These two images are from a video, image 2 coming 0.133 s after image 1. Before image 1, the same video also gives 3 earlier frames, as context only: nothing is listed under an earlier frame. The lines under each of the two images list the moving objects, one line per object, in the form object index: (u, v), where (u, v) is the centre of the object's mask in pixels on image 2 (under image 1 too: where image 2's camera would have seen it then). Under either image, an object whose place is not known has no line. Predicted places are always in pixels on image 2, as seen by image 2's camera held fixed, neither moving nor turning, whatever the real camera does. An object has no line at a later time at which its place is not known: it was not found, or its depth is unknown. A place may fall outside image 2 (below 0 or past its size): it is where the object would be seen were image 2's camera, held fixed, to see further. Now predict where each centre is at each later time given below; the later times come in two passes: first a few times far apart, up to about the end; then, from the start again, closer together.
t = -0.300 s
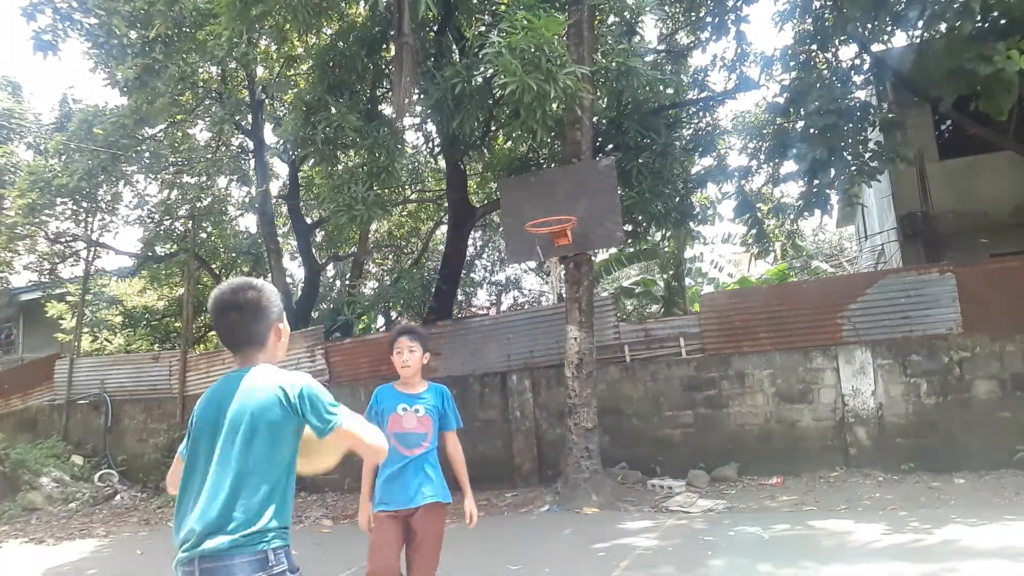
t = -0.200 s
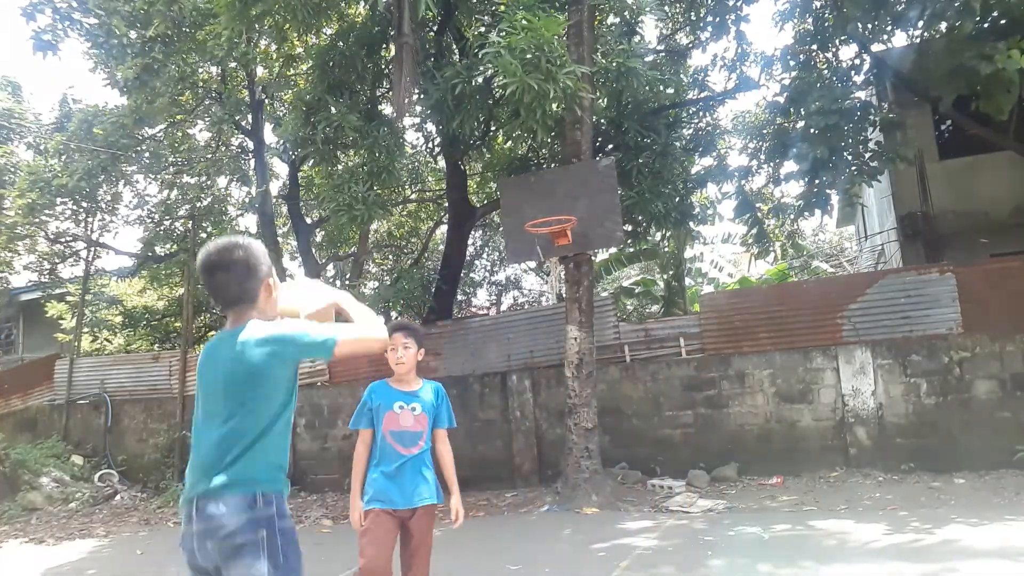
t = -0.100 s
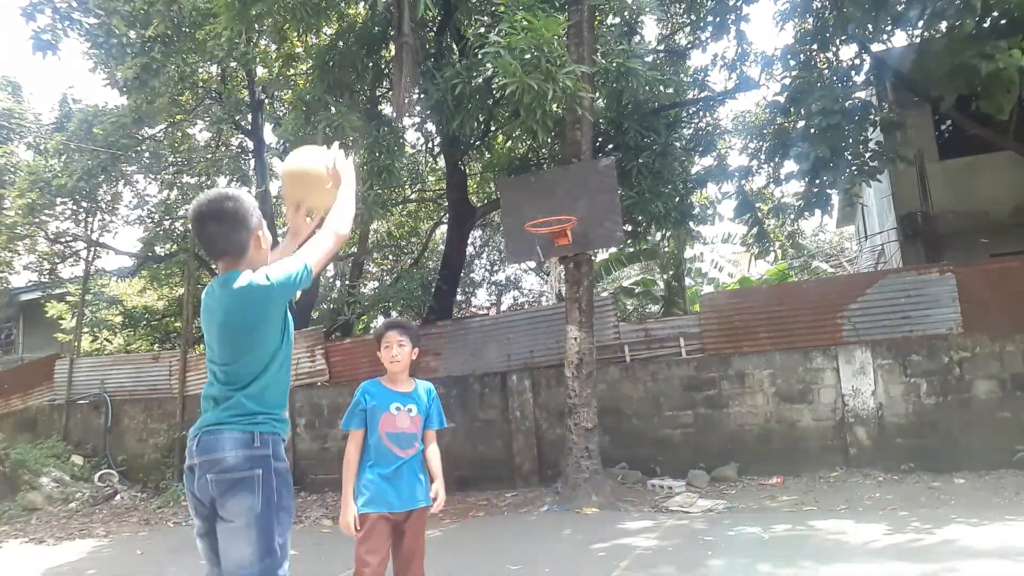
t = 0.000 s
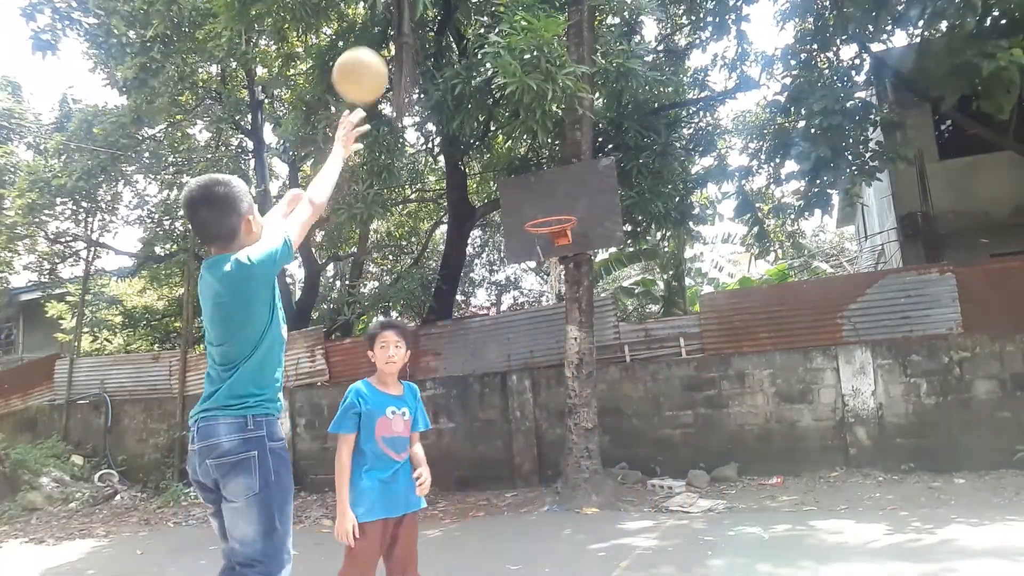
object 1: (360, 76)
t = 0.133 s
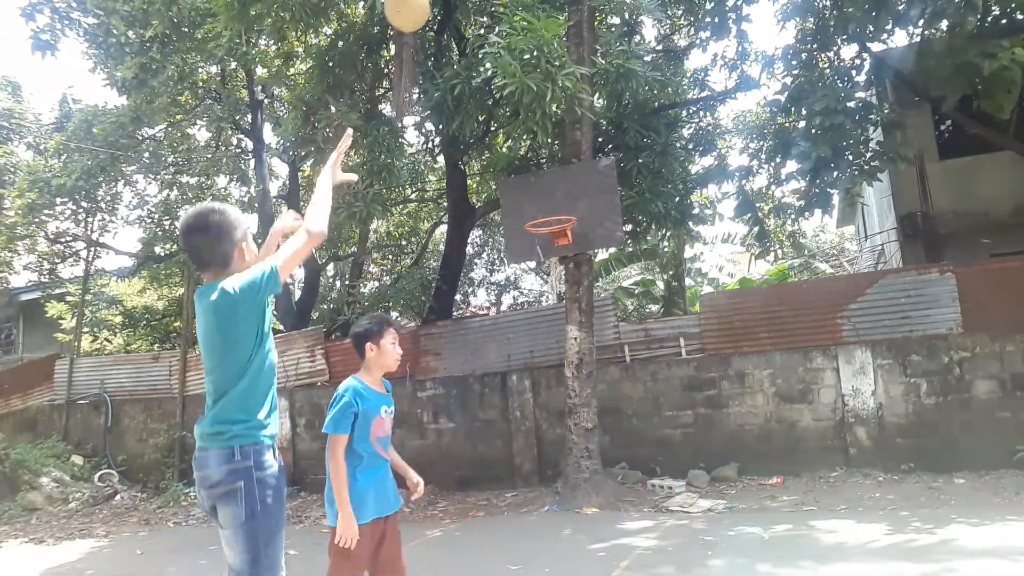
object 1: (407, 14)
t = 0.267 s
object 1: (441, 4)
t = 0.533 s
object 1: (488, 26)
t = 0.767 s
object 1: (520, 112)
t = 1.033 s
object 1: (547, 248)
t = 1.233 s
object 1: (565, 371)
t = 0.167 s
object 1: (416, 10)
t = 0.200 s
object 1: (425, 7)
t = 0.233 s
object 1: (433, 5)
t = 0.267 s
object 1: (441, 4)
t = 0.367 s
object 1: (461, 5)
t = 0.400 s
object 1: (467, 7)
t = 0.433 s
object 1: (473, 9)
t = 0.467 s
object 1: (478, 12)
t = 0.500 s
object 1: (483, 17)
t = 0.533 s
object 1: (488, 26)
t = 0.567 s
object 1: (493, 35)
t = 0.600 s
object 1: (498, 46)
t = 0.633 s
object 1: (503, 58)
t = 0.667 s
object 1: (507, 71)
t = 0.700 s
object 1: (512, 83)
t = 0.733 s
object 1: (516, 97)
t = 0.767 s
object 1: (520, 112)
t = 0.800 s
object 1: (524, 127)
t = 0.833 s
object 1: (527, 142)
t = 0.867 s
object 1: (531, 158)
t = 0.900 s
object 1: (535, 176)
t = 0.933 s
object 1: (538, 193)
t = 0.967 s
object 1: (541, 209)
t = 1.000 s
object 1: (545, 232)
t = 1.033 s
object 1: (547, 248)
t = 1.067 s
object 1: (552, 268)
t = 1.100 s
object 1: (555, 289)
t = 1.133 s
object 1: (558, 310)
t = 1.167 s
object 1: (561, 330)
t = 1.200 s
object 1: (563, 350)
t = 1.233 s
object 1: (565, 371)
